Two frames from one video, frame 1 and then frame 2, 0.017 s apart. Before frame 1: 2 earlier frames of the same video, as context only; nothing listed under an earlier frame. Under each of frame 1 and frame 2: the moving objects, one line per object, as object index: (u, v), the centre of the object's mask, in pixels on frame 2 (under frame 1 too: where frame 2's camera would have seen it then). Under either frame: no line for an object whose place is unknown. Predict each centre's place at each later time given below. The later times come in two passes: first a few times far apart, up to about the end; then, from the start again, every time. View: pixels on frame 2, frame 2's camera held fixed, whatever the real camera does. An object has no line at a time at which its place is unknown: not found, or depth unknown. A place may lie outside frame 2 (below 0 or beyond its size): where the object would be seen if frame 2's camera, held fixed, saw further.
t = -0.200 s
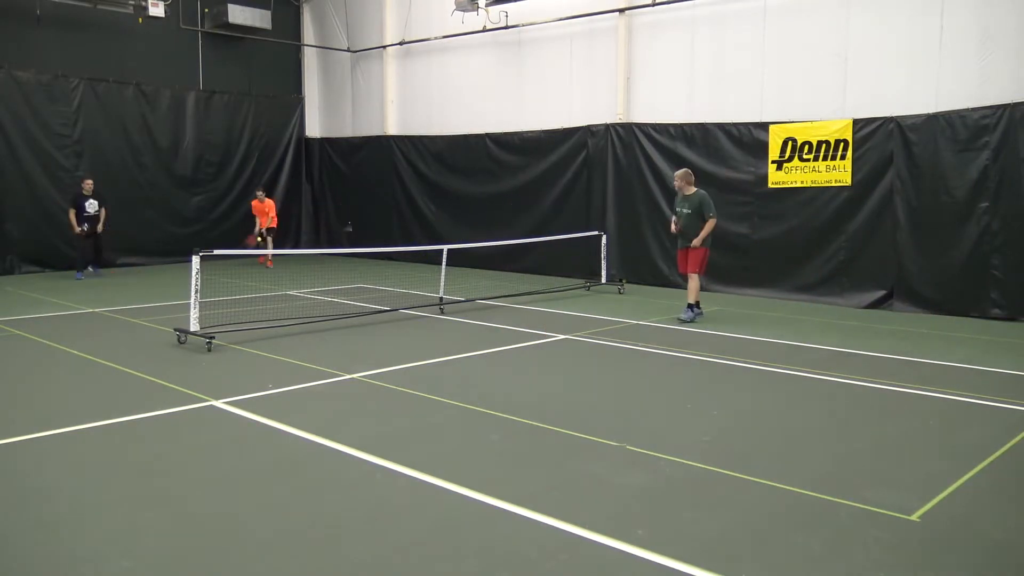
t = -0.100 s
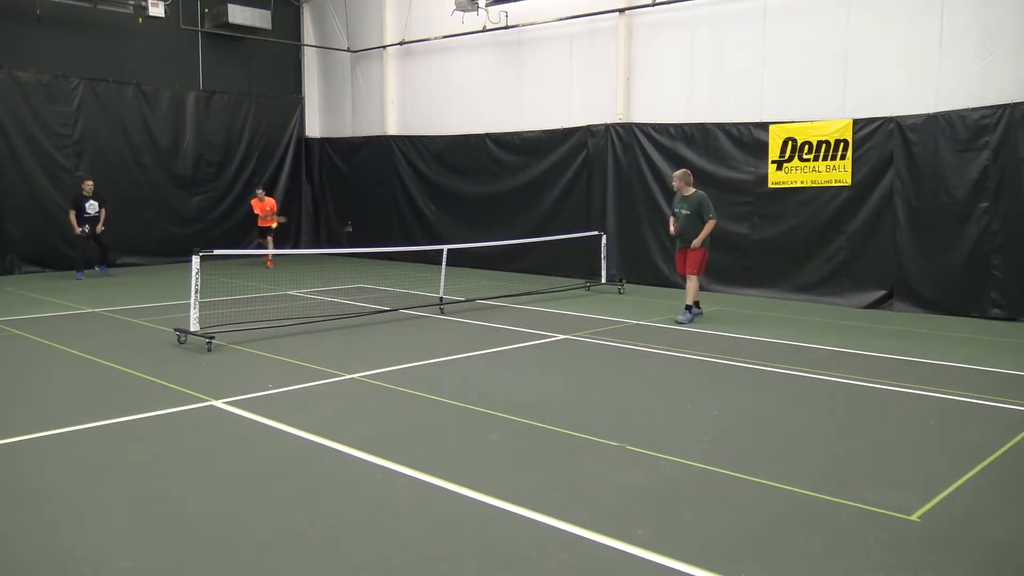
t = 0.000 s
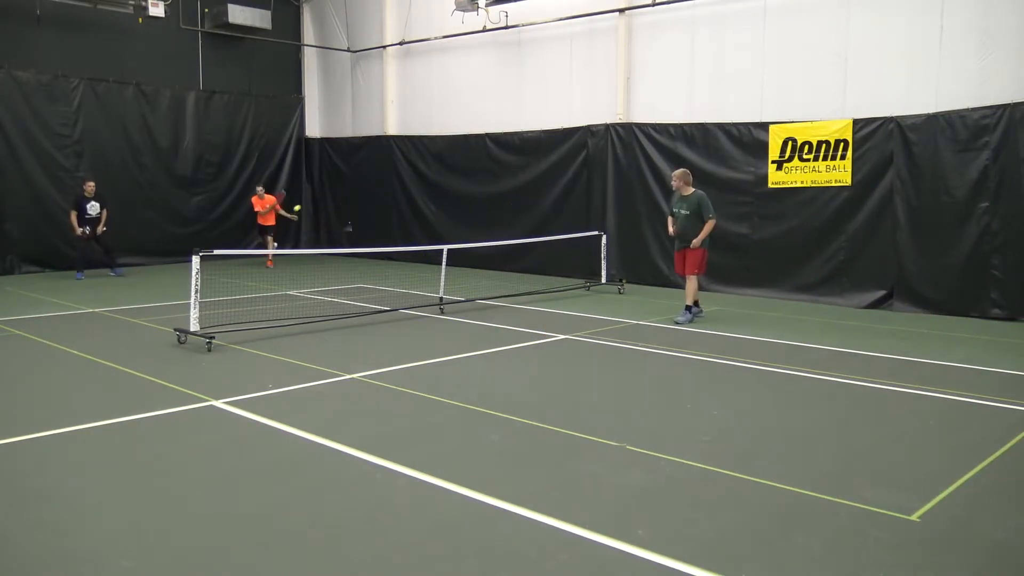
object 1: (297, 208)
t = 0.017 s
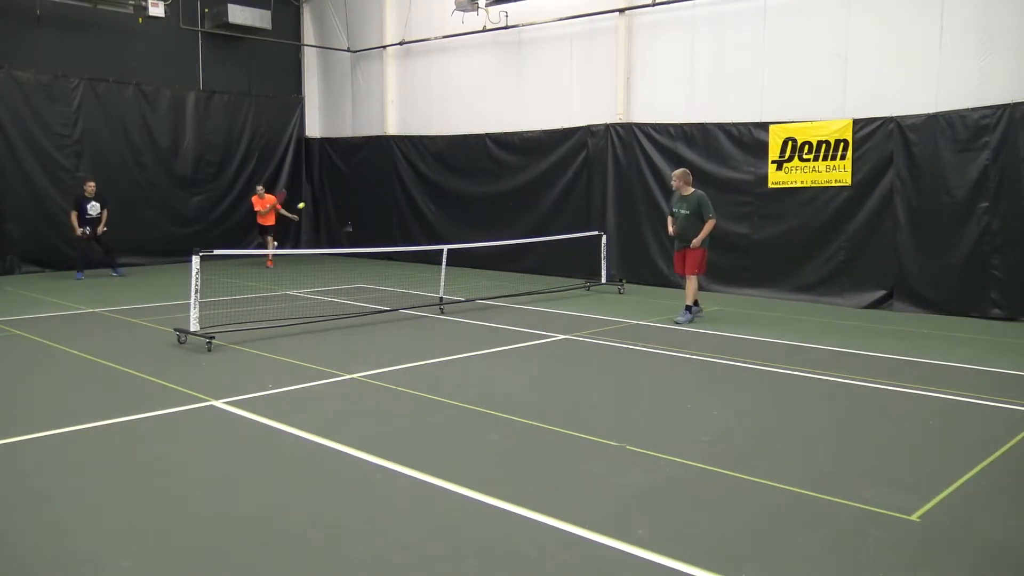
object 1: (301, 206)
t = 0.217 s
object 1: (353, 189)
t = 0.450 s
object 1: (431, 213)
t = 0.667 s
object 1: (533, 316)
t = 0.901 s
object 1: (674, 427)
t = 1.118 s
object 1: (844, 450)
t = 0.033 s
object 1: (305, 203)
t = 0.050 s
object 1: (309, 201)
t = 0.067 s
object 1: (313, 199)
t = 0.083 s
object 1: (317, 197)
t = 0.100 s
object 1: (321, 196)
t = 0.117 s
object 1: (325, 194)
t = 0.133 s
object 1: (330, 193)
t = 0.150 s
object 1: (334, 191)
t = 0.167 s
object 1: (339, 191)
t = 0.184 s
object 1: (344, 190)
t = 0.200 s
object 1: (348, 189)
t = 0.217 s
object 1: (353, 189)
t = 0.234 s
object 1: (358, 188)
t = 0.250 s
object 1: (363, 189)
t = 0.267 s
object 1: (368, 189)
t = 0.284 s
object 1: (373, 190)
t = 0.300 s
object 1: (378, 191)
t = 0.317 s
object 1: (384, 192)
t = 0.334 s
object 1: (389, 193)
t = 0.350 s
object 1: (395, 195)
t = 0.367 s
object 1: (400, 197)
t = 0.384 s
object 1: (406, 199)
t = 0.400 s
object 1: (412, 202)
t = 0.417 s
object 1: (418, 205)
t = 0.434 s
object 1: (424, 209)
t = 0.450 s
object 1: (431, 213)
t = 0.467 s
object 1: (437, 217)
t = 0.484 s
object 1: (444, 222)
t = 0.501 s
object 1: (451, 227)
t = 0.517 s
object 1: (458, 233)
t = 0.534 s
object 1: (464, 239)
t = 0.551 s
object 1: (473, 247)
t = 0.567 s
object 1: (480, 255)
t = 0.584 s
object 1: (488, 263)
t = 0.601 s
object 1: (496, 272)
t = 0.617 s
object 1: (505, 281)
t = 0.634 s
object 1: (514, 291)
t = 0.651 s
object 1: (523, 303)
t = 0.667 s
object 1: (533, 316)
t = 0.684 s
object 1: (541, 327)
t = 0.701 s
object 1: (553, 344)
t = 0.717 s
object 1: (562, 358)
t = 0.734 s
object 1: (573, 374)
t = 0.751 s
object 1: (585, 392)
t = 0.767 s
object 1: (596, 410)
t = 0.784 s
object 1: (608, 430)
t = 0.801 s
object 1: (621, 447)
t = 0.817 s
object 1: (629, 445)
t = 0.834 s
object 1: (637, 441)
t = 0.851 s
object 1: (646, 437)
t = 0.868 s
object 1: (655, 433)
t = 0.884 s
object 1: (665, 430)
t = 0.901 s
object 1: (674, 427)
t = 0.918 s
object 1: (684, 425)
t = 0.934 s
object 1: (695, 424)
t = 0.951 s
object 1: (705, 422)
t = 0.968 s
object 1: (716, 422)
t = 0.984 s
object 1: (728, 422)
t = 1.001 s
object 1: (741, 422)
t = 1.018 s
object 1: (753, 424)
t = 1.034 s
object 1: (767, 426)
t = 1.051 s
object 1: (781, 429)
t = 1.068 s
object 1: (795, 433)
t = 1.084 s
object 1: (811, 438)
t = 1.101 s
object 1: (827, 443)
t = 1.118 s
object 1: (844, 450)
